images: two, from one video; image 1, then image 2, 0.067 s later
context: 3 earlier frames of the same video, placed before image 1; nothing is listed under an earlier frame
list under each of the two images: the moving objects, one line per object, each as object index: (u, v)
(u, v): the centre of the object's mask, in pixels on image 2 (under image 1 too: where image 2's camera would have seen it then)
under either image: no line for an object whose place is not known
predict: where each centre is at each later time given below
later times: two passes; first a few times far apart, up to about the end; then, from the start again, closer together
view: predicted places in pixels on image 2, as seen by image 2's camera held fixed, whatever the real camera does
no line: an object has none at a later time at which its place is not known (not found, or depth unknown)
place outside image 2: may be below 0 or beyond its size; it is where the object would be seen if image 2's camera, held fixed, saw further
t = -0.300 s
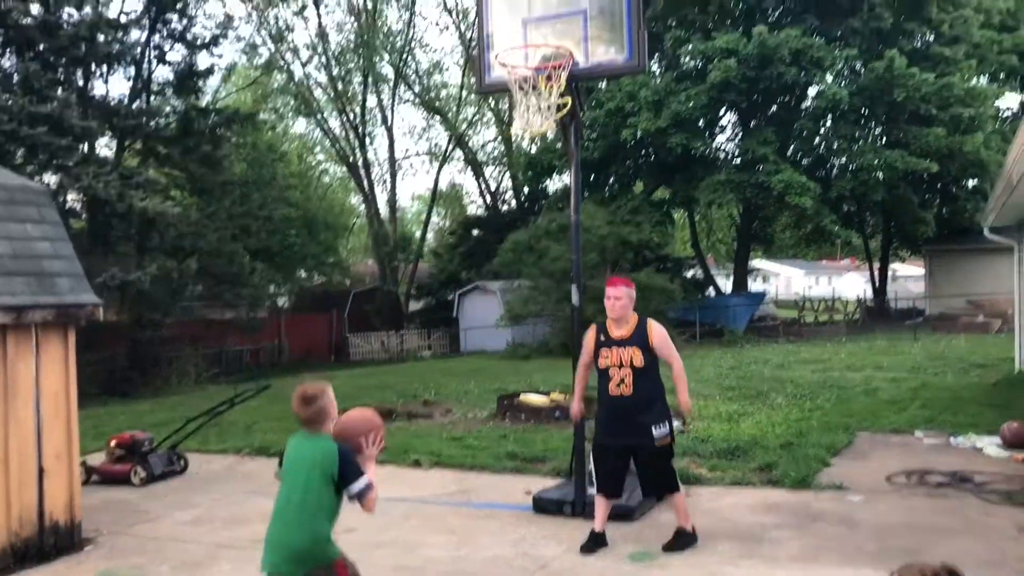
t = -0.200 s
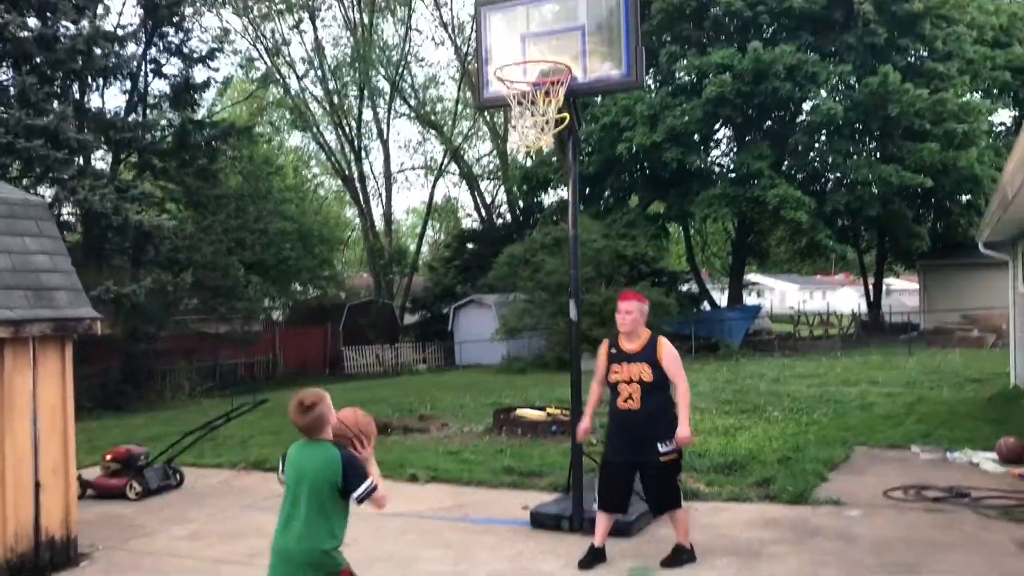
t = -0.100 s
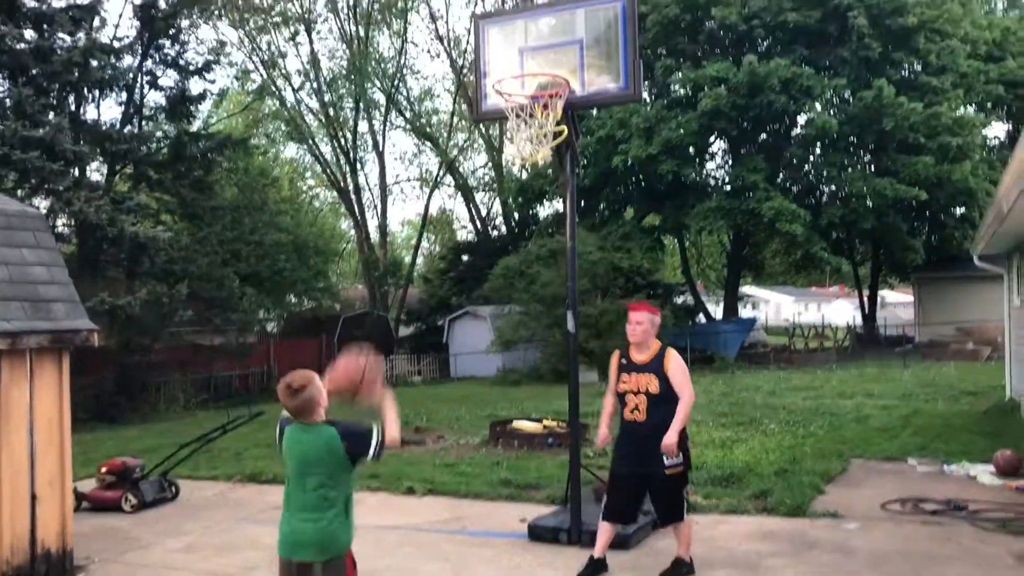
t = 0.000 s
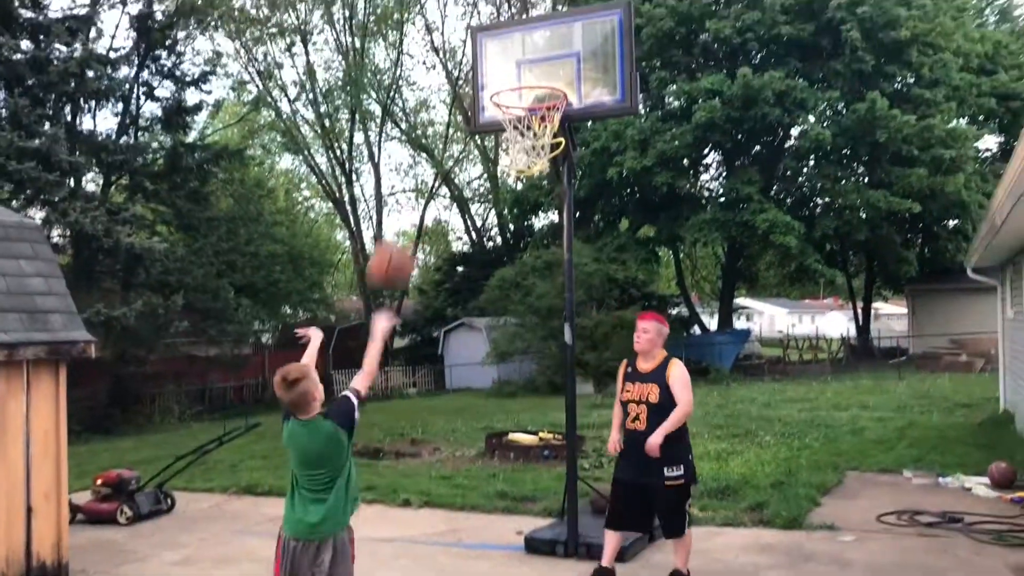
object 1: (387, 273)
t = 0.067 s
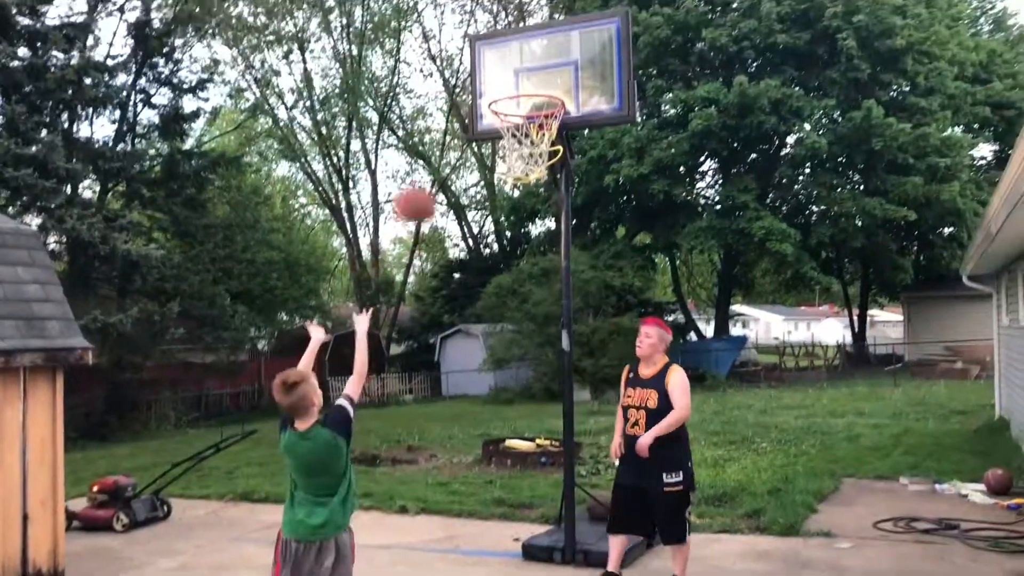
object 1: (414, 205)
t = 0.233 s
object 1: (464, 98)
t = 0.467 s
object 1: (519, 51)
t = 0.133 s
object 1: (435, 153)
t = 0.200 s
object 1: (456, 114)
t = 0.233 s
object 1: (464, 98)
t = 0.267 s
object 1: (473, 84)
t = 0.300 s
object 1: (482, 74)
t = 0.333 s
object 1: (490, 65)
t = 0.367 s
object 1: (498, 59)
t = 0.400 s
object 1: (505, 54)
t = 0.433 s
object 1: (513, 51)
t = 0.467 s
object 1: (519, 51)
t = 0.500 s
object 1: (526, 52)
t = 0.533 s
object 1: (533, 55)
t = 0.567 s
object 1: (539, 59)
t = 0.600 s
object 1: (545, 65)
